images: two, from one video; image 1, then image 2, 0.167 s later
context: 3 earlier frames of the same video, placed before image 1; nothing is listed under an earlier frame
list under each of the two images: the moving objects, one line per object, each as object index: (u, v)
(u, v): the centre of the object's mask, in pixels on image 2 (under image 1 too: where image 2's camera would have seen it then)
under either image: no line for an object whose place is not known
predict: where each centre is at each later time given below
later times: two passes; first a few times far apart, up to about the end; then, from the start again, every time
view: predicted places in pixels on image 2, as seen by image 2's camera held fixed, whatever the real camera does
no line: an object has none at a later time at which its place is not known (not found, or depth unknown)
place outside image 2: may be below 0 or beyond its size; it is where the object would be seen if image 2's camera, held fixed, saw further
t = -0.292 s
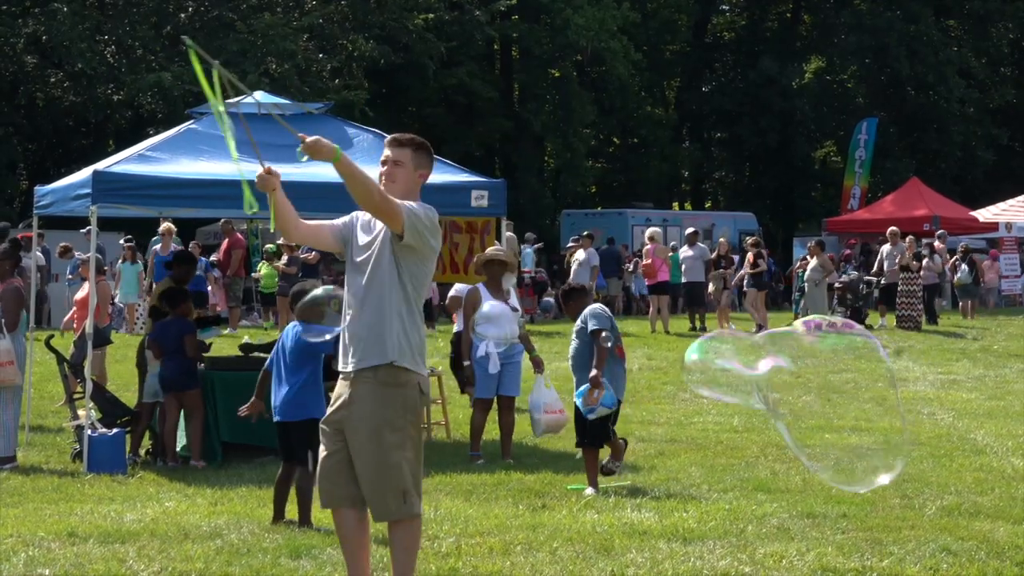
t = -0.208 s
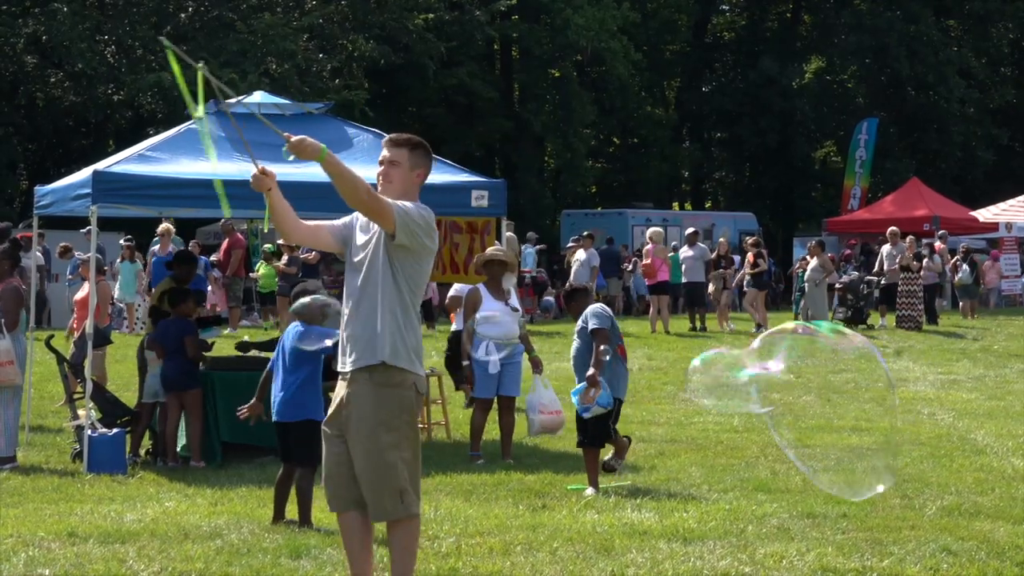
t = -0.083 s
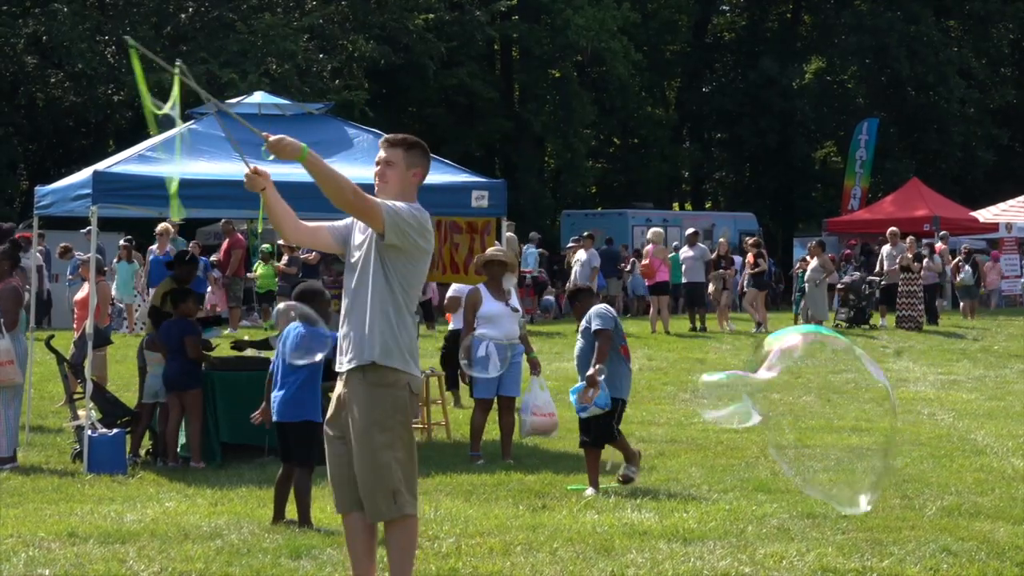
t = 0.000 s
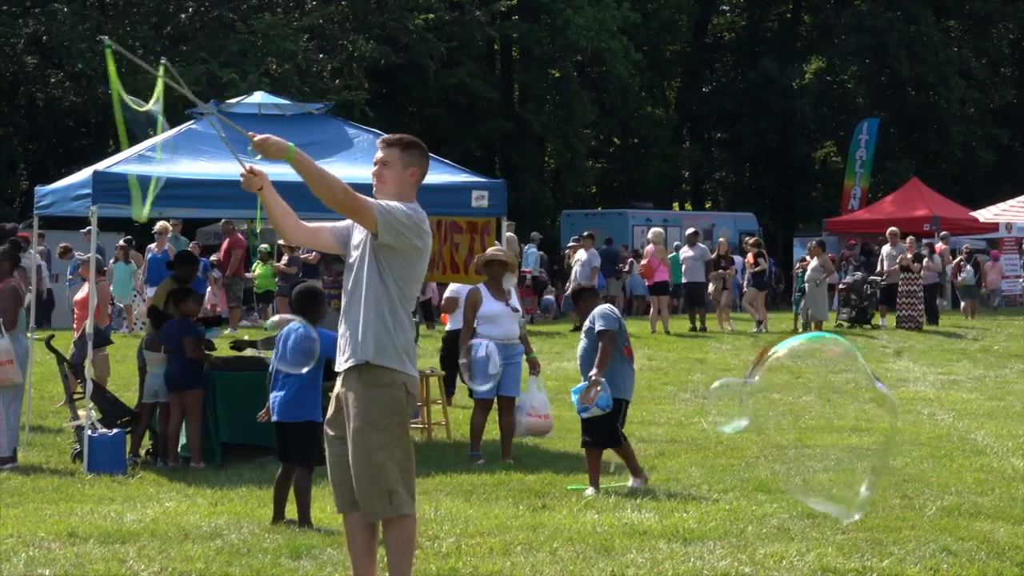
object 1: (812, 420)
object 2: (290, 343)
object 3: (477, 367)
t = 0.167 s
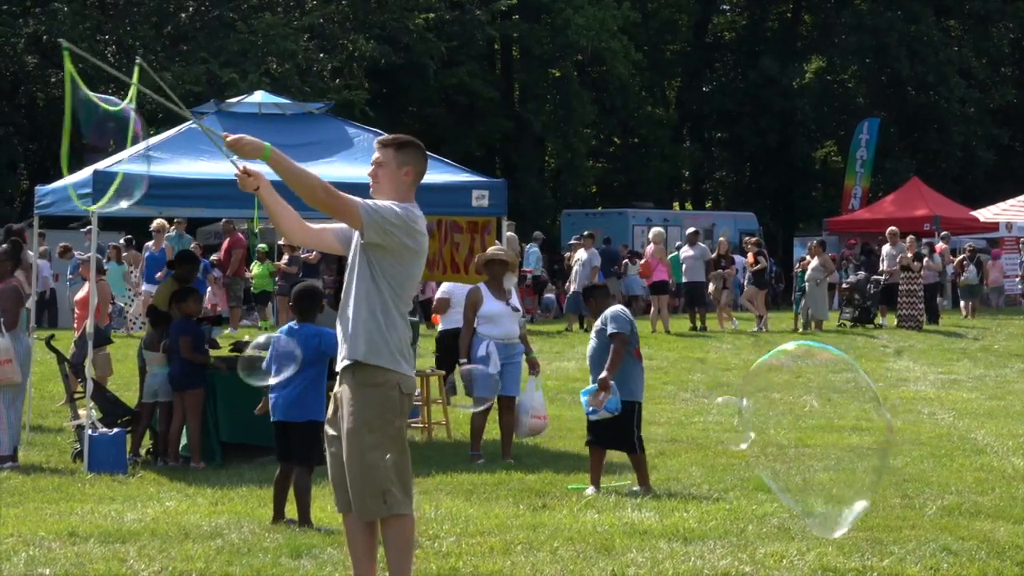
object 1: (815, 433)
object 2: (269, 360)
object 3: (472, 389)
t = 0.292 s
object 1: (809, 442)
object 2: (255, 374)
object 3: (467, 408)
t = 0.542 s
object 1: (807, 463)
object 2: (232, 403)
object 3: (452, 443)
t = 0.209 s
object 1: (810, 435)
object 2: (264, 365)
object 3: (471, 397)
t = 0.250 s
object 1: (809, 438)
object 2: (260, 370)
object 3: (469, 404)
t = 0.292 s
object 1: (809, 442)
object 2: (255, 374)
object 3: (467, 408)
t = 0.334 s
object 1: (809, 445)
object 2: (251, 378)
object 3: (465, 413)
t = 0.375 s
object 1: (809, 449)
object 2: (246, 382)
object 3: (464, 419)
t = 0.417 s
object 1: (809, 453)
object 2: (241, 388)
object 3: (462, 426)
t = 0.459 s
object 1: (808, 456)
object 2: (238, 392)
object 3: (457, 433)
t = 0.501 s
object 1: (808, 459)
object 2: (235, 398)
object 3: (455, 439)
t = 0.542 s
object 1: (807, 463)
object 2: (232, 403)
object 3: (452, 443)
